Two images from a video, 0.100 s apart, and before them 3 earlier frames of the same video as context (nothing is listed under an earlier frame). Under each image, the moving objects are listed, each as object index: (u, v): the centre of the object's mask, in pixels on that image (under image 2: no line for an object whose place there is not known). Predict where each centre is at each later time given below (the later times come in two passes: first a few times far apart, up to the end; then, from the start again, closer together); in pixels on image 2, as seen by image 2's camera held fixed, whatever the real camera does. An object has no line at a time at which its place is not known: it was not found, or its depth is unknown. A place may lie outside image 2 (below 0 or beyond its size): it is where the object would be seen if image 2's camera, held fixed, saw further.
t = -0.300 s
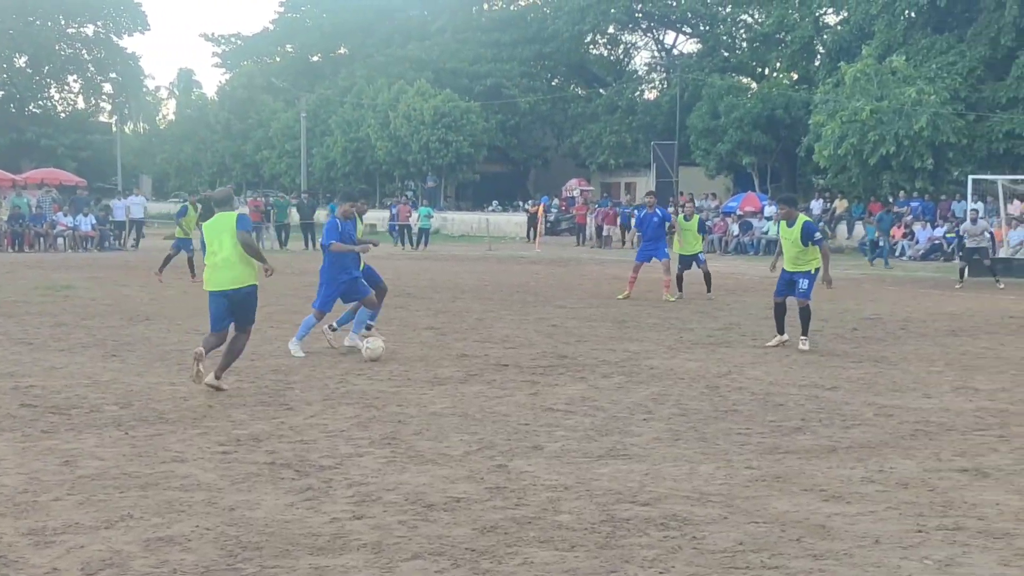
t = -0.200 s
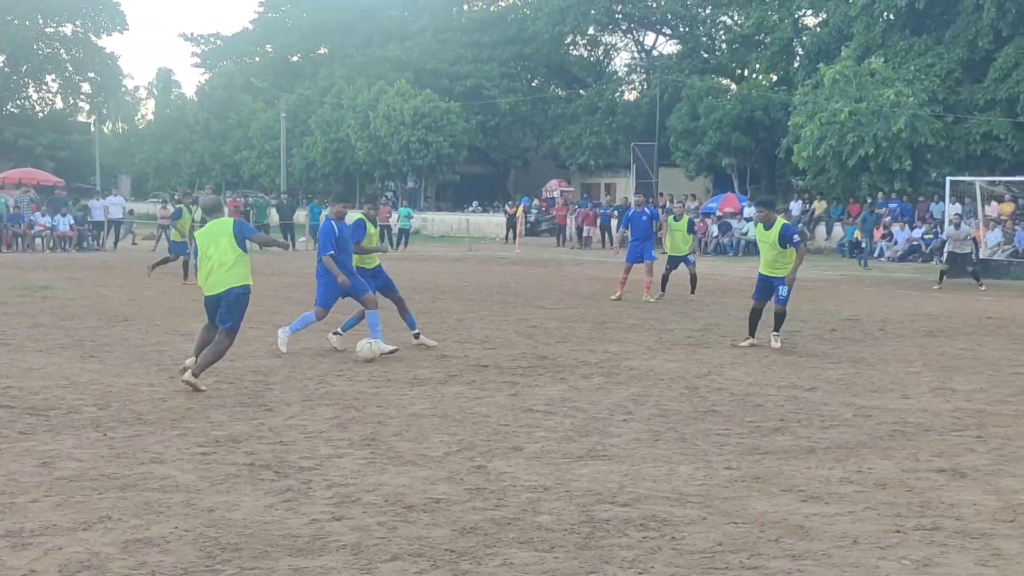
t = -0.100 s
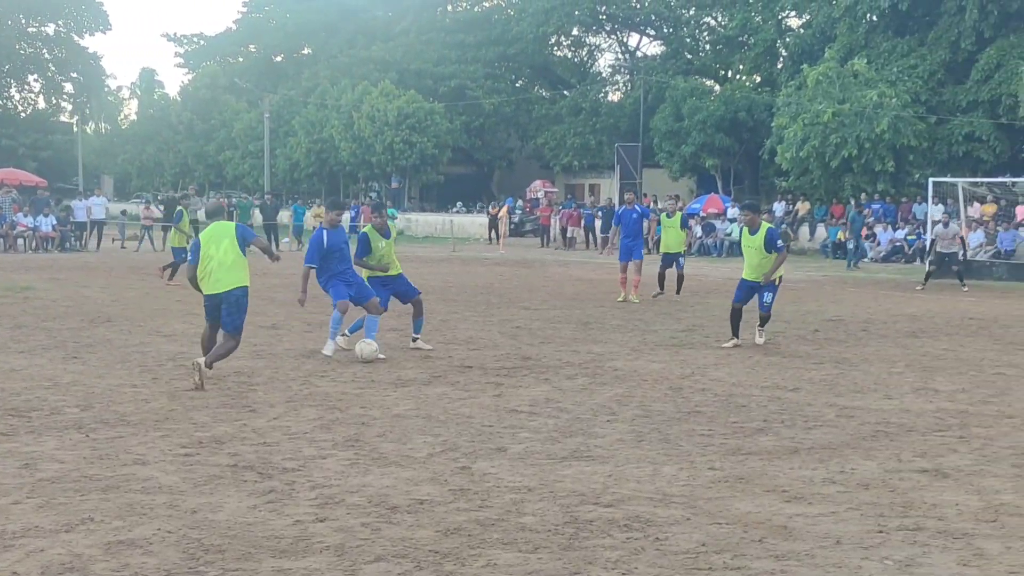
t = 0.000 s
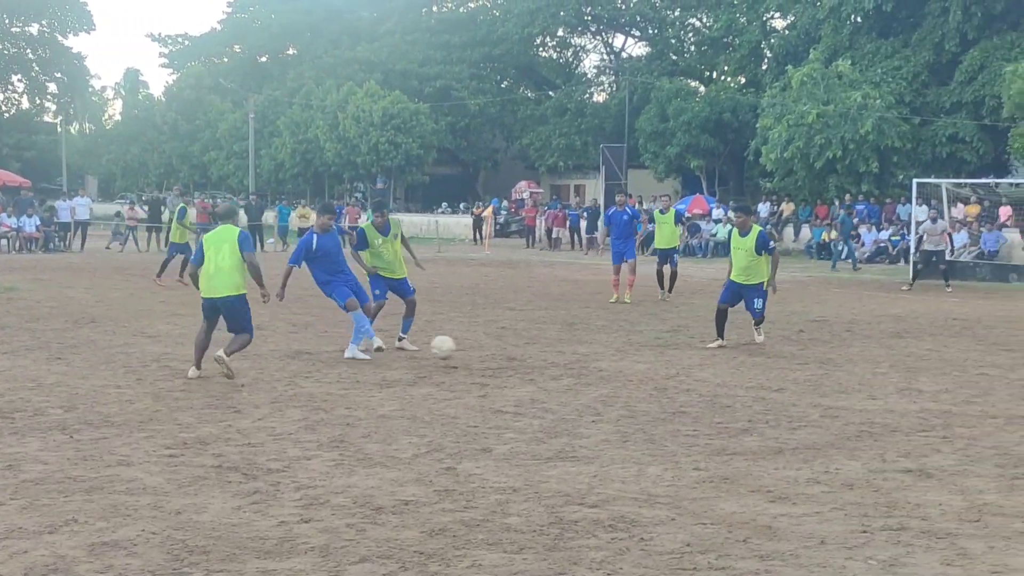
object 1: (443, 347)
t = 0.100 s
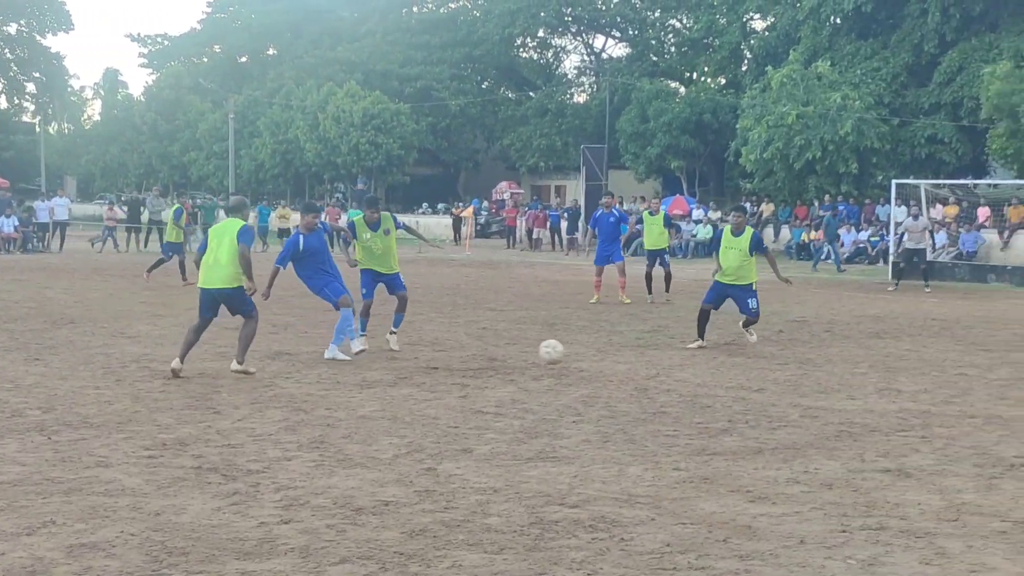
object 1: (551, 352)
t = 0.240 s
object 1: (732, 368)
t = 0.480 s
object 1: (1015, 374)
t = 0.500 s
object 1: (1039, 378)
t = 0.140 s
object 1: (603, 356)
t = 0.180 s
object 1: (656, 362)
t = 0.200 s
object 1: (682, 366)
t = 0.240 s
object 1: (732, 368)
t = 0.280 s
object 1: (778, 364)
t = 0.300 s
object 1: (800, 363)
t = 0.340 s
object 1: (847, 362)
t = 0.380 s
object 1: (895, 363)
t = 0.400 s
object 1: (919, 364)
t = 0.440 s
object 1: (966, 368)
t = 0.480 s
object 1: (1015, 374)
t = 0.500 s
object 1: (1039, 378)
